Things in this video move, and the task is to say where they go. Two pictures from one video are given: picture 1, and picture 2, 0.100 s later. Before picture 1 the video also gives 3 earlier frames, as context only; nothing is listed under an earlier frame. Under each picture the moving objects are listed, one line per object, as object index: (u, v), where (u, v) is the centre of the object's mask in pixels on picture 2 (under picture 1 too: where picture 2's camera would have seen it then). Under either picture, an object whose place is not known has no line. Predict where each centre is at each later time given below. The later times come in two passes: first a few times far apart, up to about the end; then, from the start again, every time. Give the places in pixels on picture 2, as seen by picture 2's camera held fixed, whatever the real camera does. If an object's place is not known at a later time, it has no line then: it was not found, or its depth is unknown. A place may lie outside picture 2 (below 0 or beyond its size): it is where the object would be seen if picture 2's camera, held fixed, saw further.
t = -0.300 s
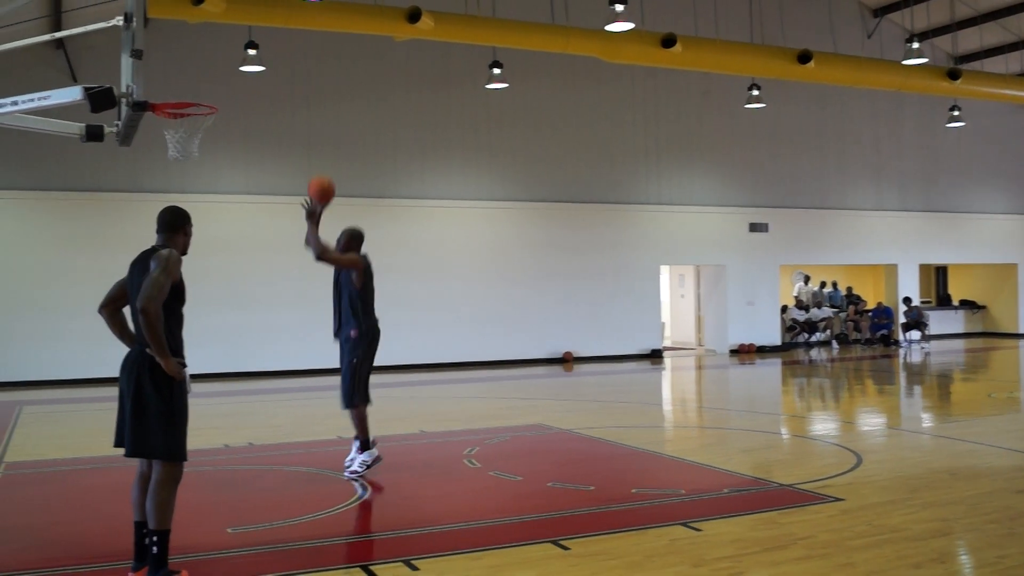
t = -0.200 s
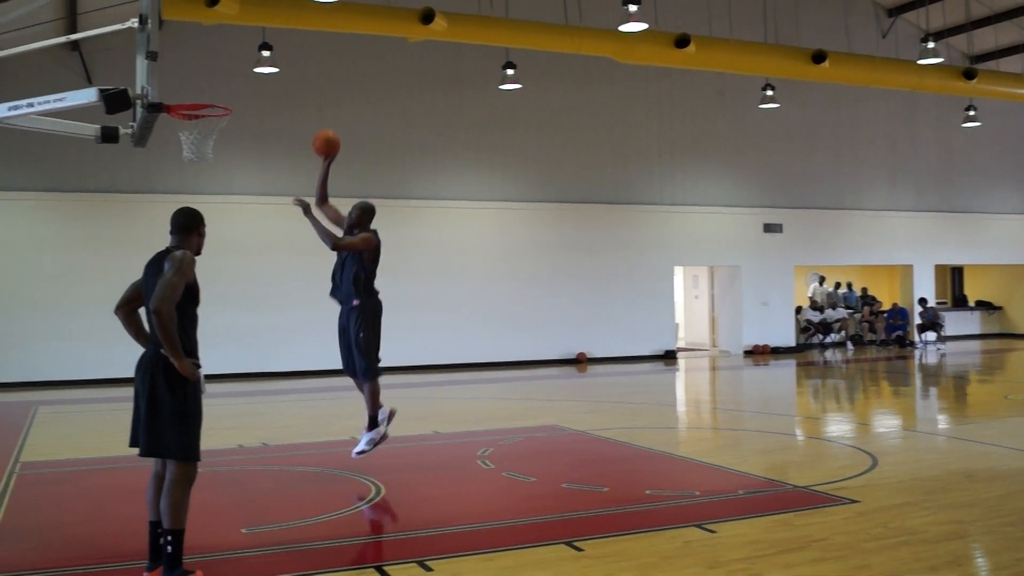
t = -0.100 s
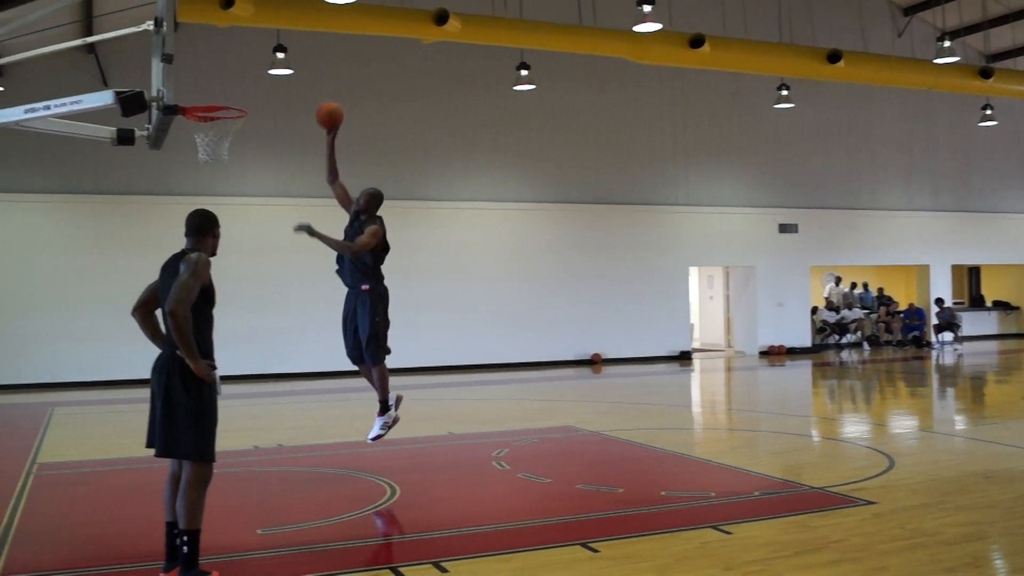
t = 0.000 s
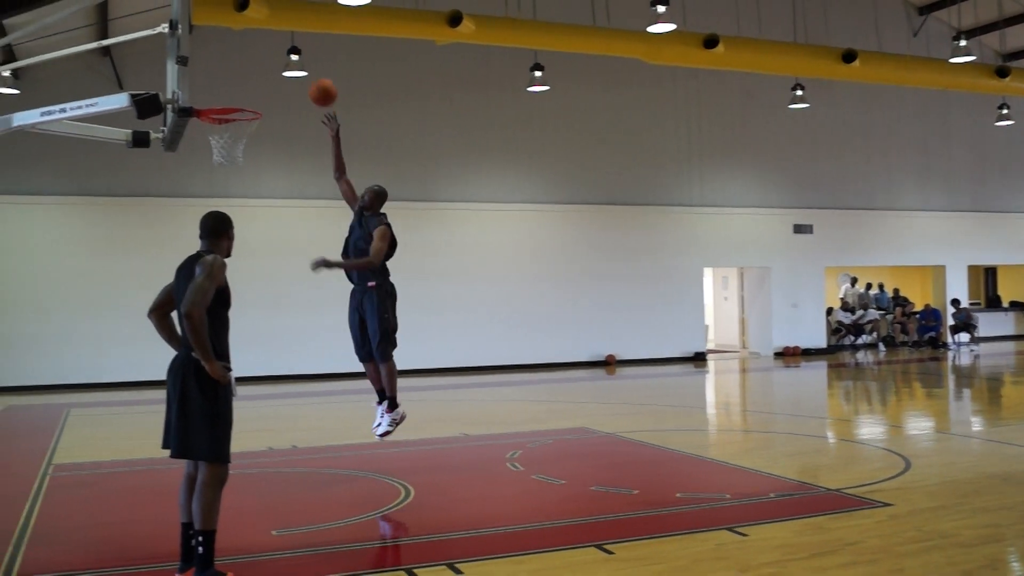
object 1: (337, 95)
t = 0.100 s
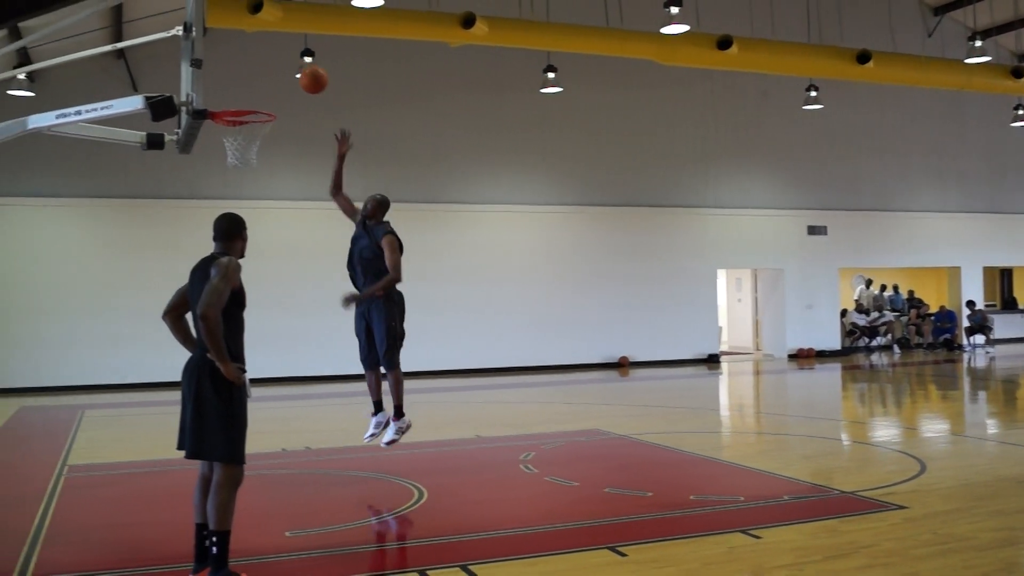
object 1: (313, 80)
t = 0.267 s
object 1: (271, 78)
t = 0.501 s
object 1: (245, 126)
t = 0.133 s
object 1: (305, 77)
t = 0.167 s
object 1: (296, 75)
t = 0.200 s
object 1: (288, 75)
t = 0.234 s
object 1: (280, 76)
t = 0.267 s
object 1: (271, 78)
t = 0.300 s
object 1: (262, 82)
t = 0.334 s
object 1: (253, 87)
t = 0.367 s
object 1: (244, 93)
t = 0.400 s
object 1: (235, 98)
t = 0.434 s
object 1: (227, 102)
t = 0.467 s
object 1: (235, 124)
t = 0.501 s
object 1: (245, 126)
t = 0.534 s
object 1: (254, 135)
